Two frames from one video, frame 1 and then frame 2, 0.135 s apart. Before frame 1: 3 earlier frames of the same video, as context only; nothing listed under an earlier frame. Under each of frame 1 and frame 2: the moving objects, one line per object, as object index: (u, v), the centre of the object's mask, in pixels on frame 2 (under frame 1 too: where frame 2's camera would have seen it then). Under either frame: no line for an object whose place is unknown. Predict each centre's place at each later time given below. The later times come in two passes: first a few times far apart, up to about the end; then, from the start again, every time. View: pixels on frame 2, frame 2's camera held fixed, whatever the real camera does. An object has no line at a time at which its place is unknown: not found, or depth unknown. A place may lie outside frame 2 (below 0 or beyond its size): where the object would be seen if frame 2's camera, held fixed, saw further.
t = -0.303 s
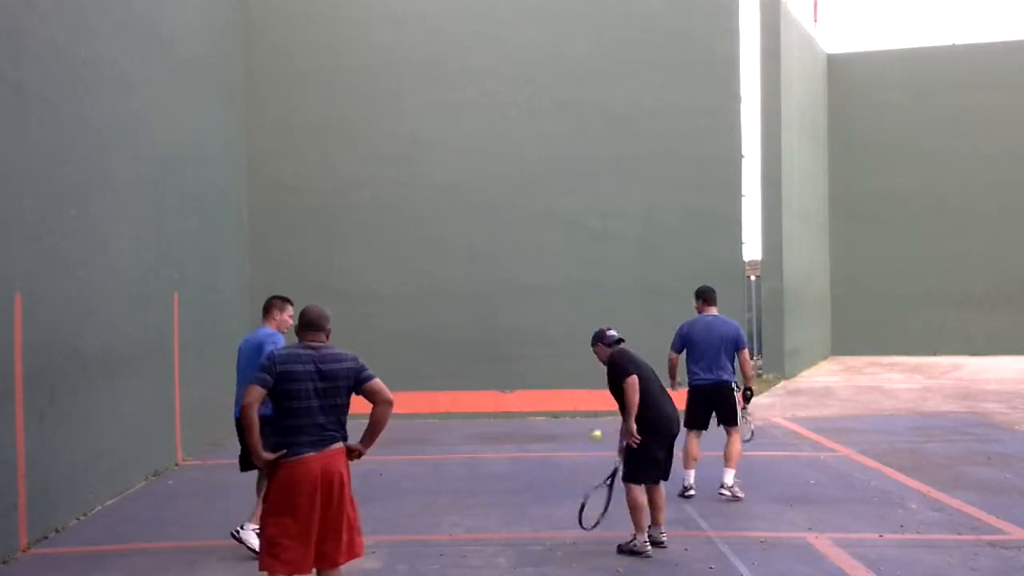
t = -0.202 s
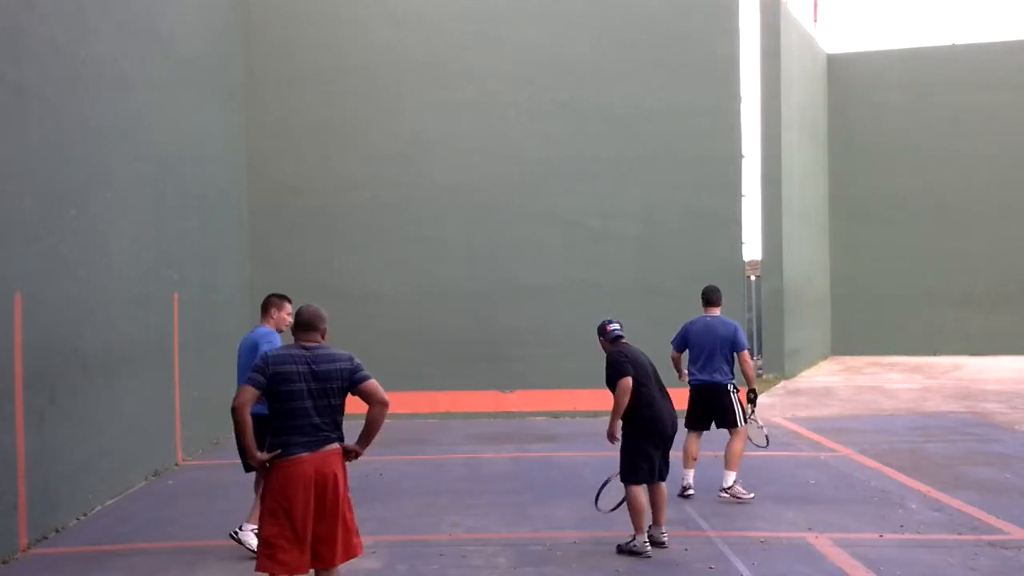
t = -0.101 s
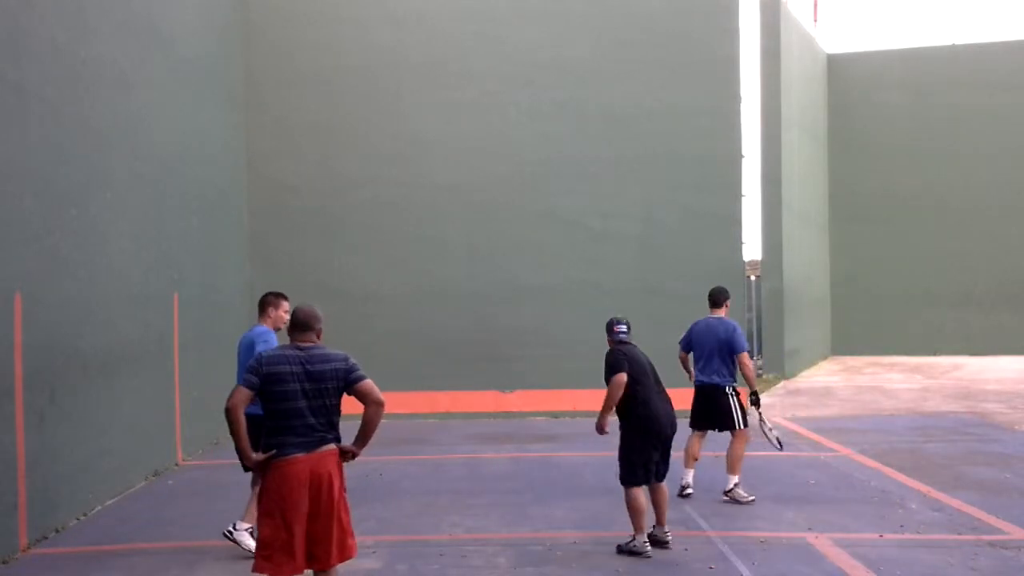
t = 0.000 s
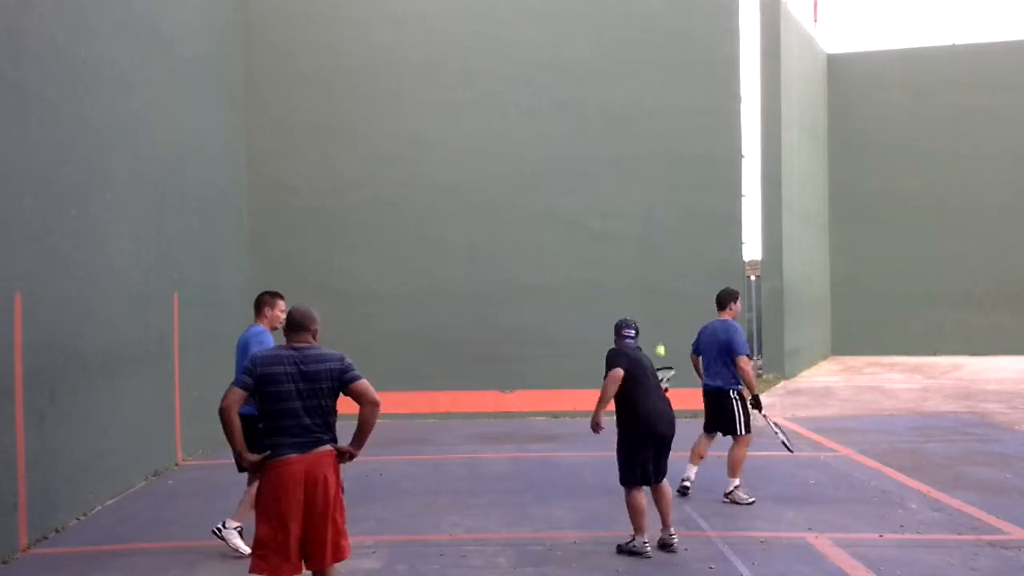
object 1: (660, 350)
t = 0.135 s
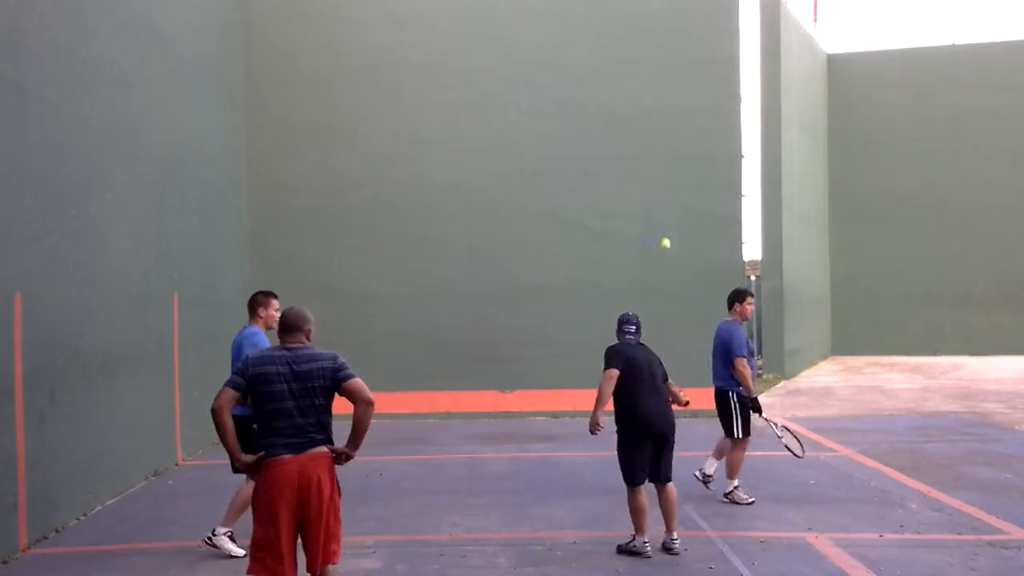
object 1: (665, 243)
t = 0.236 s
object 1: (670, 176)
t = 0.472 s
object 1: (682, 64)
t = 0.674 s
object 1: (693, 22)
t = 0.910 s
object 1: (708, 42)
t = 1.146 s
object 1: (724, 144)
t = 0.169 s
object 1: (667, 219)
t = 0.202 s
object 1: (669, 197)
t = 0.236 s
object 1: (670, 176)
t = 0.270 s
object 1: (671, 156)
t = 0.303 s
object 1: (673, 138)
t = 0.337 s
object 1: (675, 121)
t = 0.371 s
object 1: (677, 104)
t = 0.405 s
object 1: (678, 90)
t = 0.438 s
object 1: (680, 76)
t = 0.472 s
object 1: (682, 64)
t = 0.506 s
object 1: (684, 54)
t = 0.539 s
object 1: (685, 45)
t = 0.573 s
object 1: (687, 37)
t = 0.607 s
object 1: (689, 31)
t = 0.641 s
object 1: (691, 25)
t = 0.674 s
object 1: (693, 22)
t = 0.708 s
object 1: (695, 21)
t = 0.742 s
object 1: (698, 20)
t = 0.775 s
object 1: (699, 22)
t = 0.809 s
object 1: (701, 24)
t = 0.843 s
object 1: (704, 28)
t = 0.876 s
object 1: (706, 35)
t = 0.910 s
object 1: (708, 42)
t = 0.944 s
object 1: (710, 52)
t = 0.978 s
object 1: (712, 63)
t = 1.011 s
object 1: (715, 76)
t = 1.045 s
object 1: (716, 90)
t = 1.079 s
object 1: (719, 106)
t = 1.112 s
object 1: (722, 123)
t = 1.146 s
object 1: (724, 144)
